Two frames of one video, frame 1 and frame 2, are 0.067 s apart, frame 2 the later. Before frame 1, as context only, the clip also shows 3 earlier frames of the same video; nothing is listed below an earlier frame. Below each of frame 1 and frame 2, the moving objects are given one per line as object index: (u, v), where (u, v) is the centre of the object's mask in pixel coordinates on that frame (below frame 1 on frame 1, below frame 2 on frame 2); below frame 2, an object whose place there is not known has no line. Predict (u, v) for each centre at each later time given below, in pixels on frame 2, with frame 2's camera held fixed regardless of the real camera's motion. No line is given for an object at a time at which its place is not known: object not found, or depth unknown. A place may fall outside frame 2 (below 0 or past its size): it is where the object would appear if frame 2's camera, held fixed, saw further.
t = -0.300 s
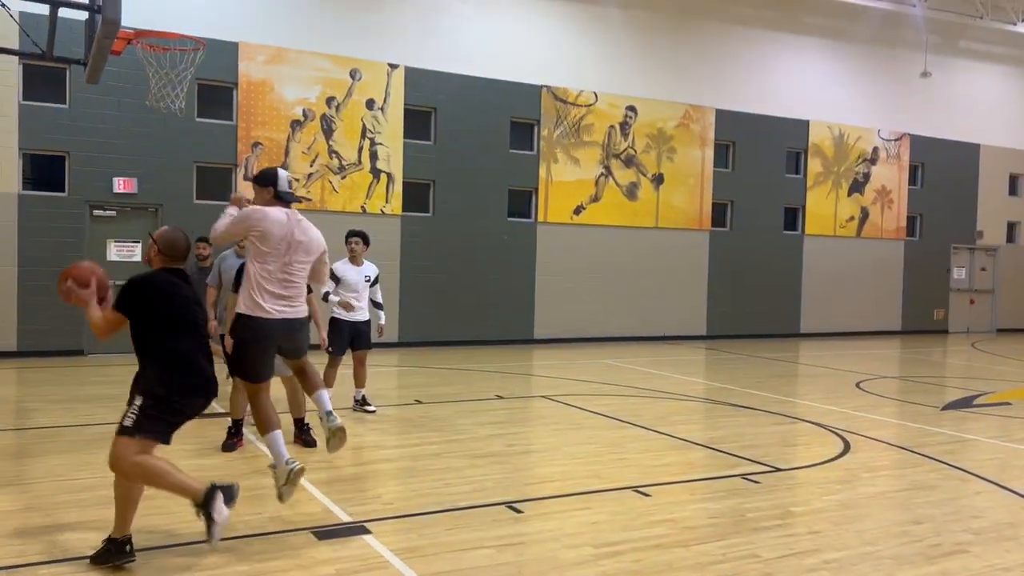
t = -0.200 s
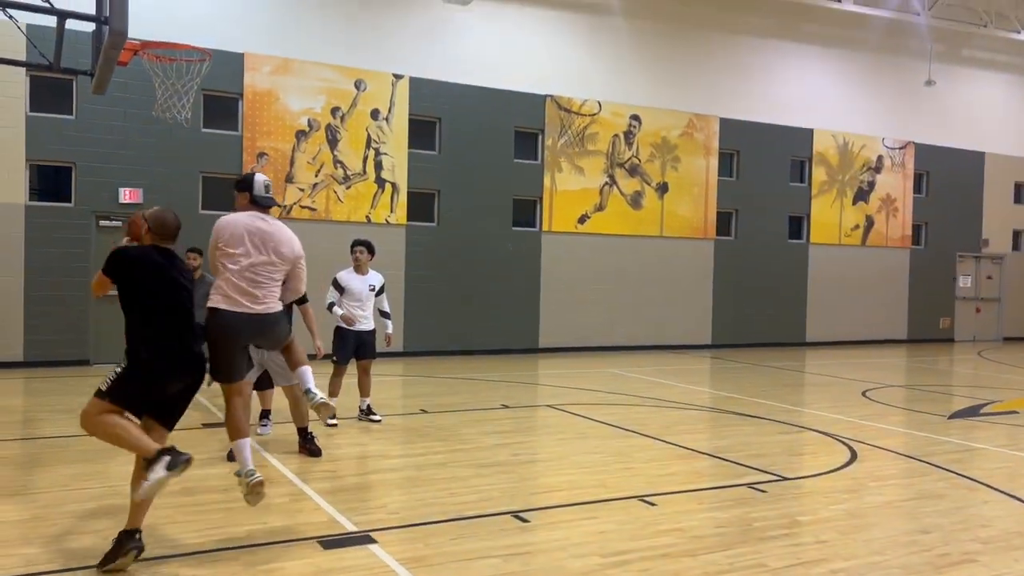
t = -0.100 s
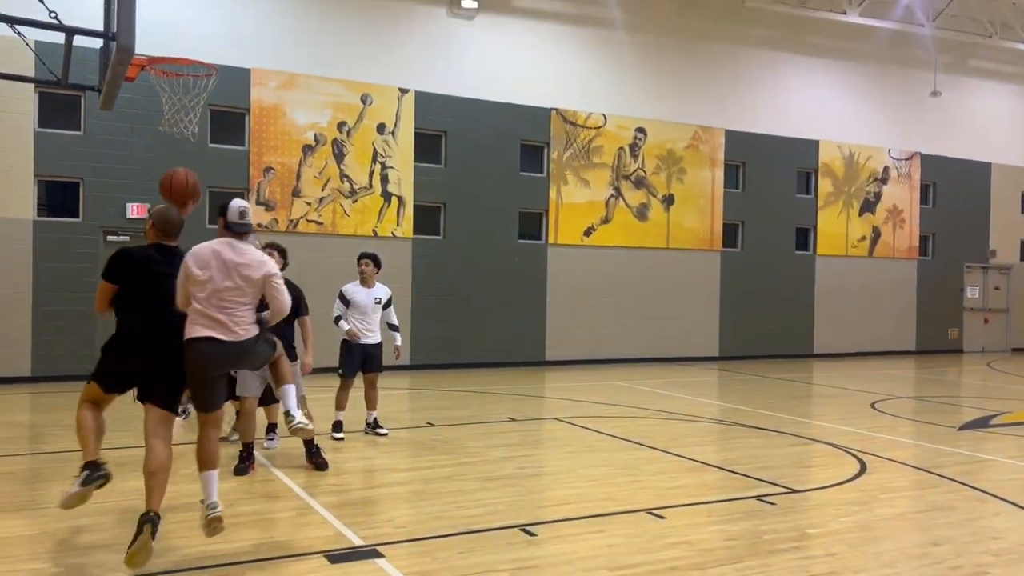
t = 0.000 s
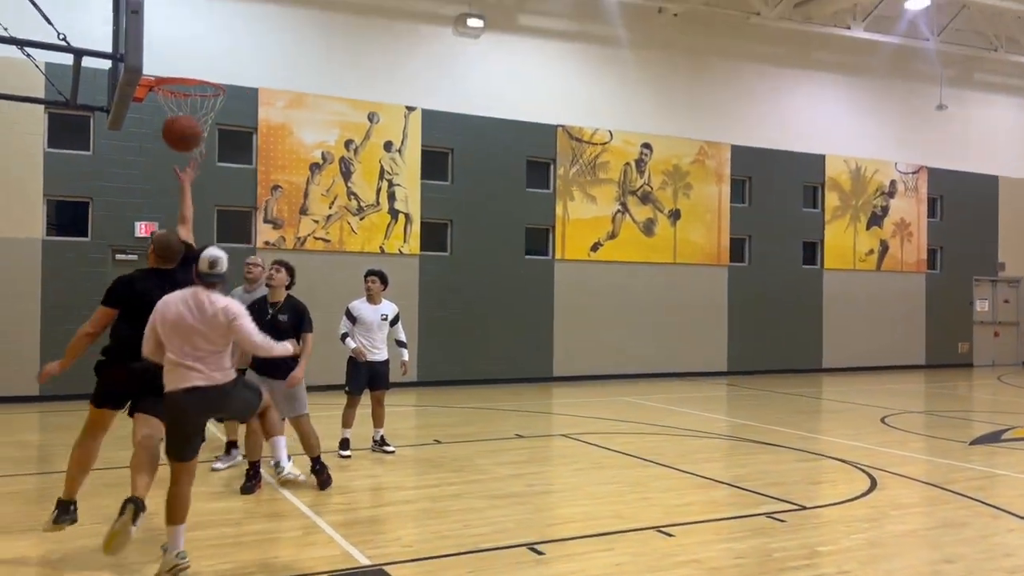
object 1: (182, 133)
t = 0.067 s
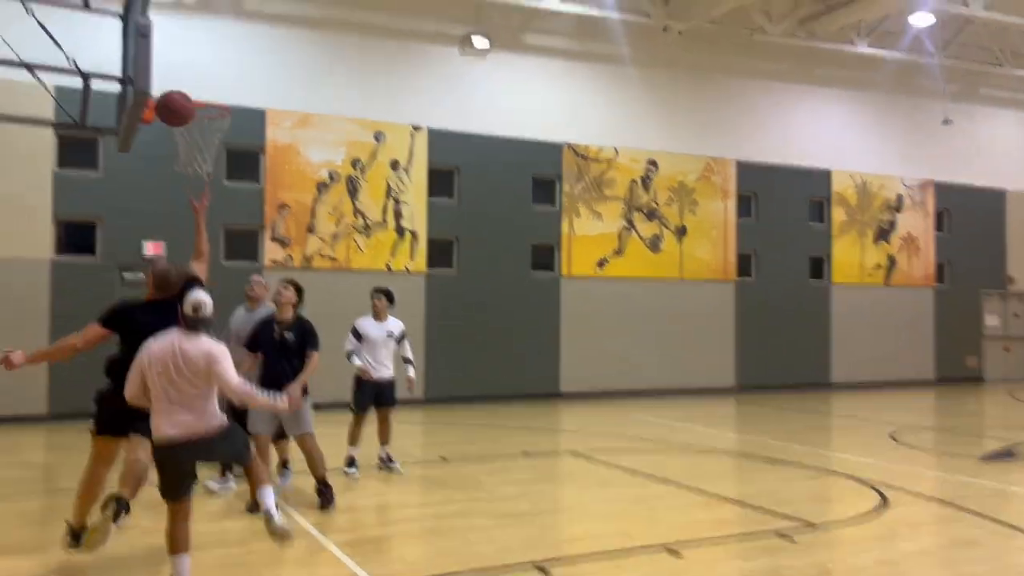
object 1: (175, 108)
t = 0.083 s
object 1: (171, 98)
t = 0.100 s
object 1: (168, 88)
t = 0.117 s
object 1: (165, 79)
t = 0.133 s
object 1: (163, 71)
